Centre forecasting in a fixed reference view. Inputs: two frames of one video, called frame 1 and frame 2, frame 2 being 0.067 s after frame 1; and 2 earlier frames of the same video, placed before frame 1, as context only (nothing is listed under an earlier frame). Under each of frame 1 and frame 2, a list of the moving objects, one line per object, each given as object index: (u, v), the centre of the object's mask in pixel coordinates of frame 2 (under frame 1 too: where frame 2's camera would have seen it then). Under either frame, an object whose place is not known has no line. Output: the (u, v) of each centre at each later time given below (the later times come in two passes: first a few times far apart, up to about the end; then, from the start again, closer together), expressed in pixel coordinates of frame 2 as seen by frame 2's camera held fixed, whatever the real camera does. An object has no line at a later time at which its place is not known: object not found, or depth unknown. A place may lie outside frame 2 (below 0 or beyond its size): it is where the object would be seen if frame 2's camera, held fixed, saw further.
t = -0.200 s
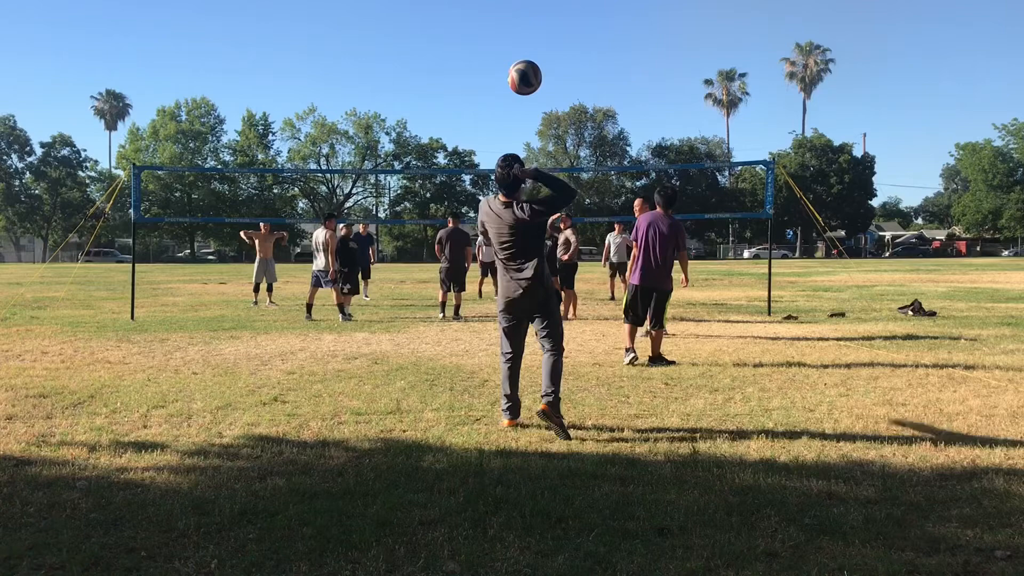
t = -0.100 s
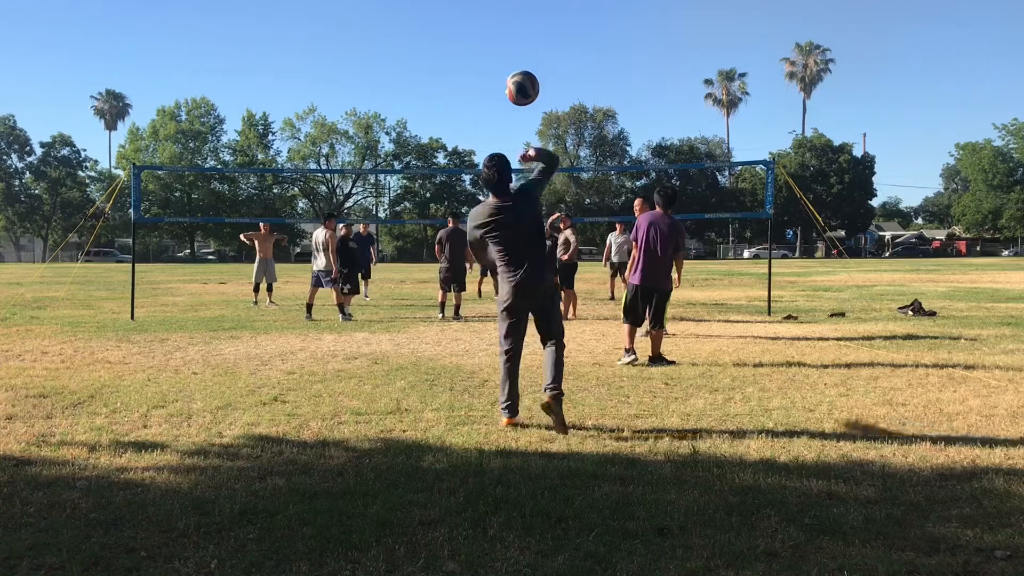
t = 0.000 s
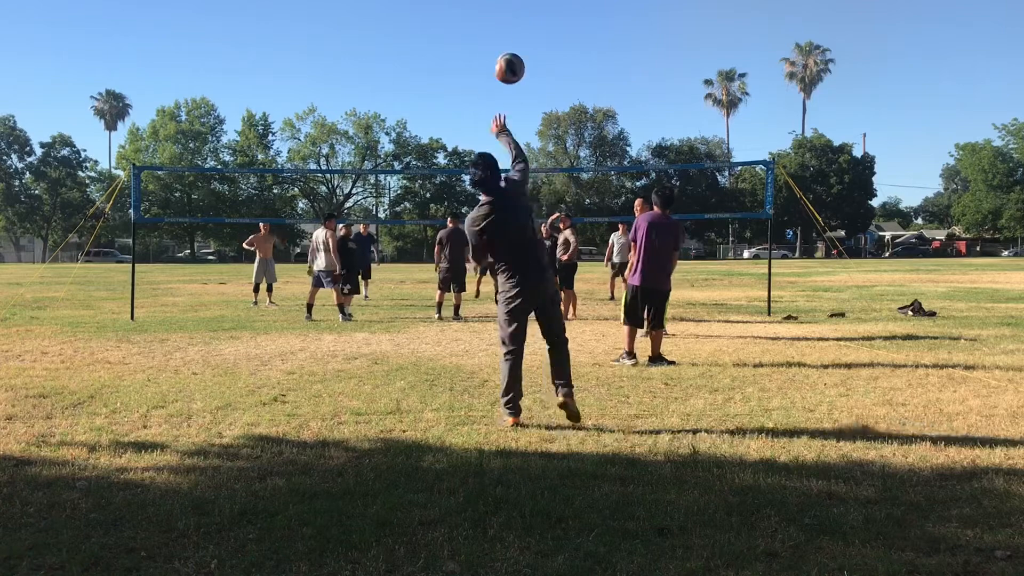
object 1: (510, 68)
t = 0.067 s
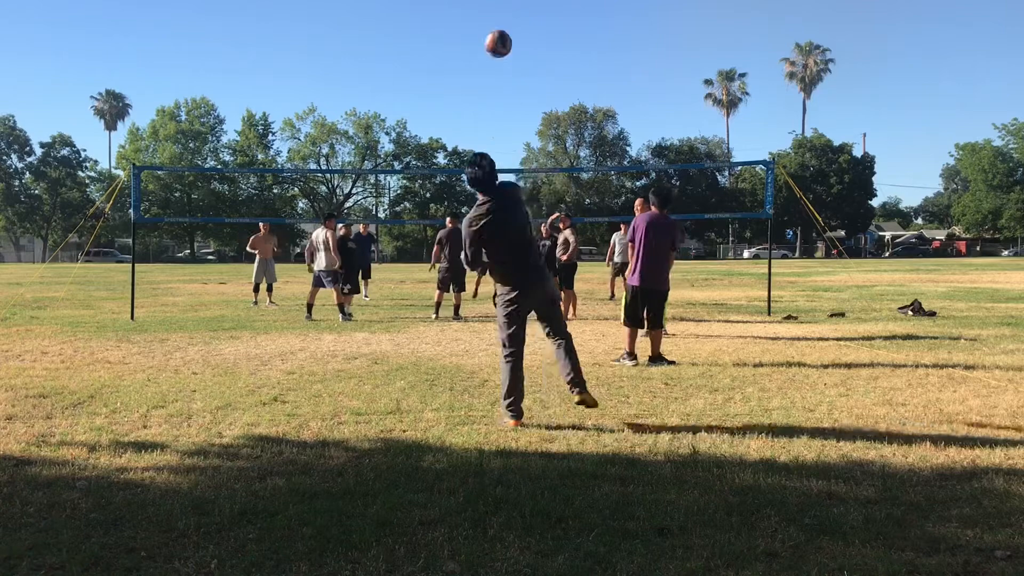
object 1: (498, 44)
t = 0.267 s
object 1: (473, 24)
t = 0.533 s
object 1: (446, 50)
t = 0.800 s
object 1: (427, 101)
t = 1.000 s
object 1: (413, 150)
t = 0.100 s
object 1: (494, 35)
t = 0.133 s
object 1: (489, 30)
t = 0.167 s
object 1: (485, 26)
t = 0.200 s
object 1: (481, 24)
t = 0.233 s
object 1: (477, 23)
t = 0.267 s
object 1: (473, 24)
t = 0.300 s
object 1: (469, 24)
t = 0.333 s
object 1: (465, 26)
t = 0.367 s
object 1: (462, 28)
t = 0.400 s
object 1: (458, 31)
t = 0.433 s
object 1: (455, 35)
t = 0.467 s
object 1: (452, 40)
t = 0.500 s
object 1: (449, 44)
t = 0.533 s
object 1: (446, 50)
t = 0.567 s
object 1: (443, 55)
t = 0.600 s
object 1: (440, 61)
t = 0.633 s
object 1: (438, 67)
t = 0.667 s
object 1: (435, 73)
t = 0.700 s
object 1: (433, 80)
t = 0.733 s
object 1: (431, 86)
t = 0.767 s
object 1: (428, 94)
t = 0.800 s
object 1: (427, 101)
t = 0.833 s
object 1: (425, 109)
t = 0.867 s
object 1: (423, 118)
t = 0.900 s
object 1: (421, 126)
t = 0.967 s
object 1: (417, 142)
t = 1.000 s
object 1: (413, 150)
